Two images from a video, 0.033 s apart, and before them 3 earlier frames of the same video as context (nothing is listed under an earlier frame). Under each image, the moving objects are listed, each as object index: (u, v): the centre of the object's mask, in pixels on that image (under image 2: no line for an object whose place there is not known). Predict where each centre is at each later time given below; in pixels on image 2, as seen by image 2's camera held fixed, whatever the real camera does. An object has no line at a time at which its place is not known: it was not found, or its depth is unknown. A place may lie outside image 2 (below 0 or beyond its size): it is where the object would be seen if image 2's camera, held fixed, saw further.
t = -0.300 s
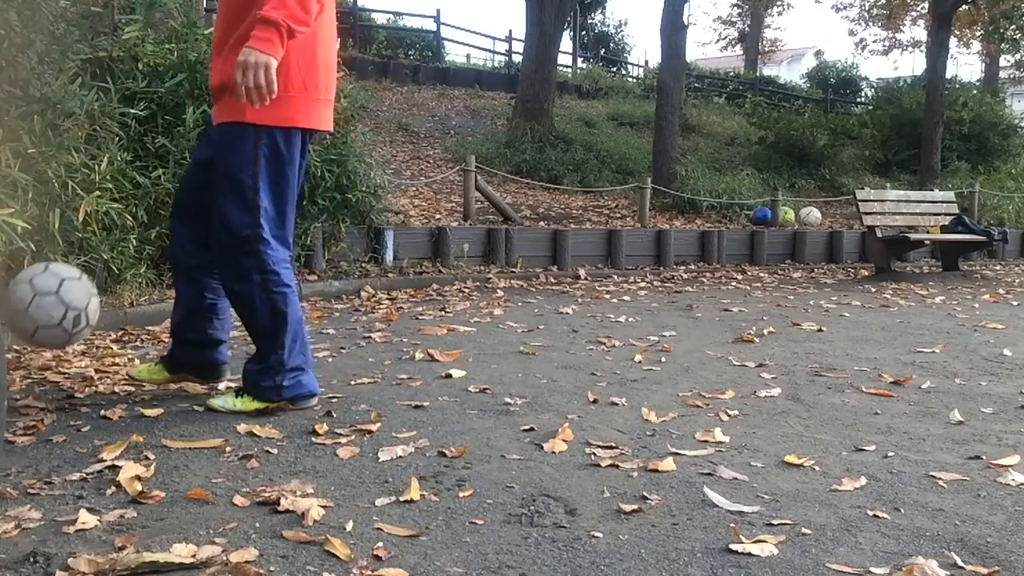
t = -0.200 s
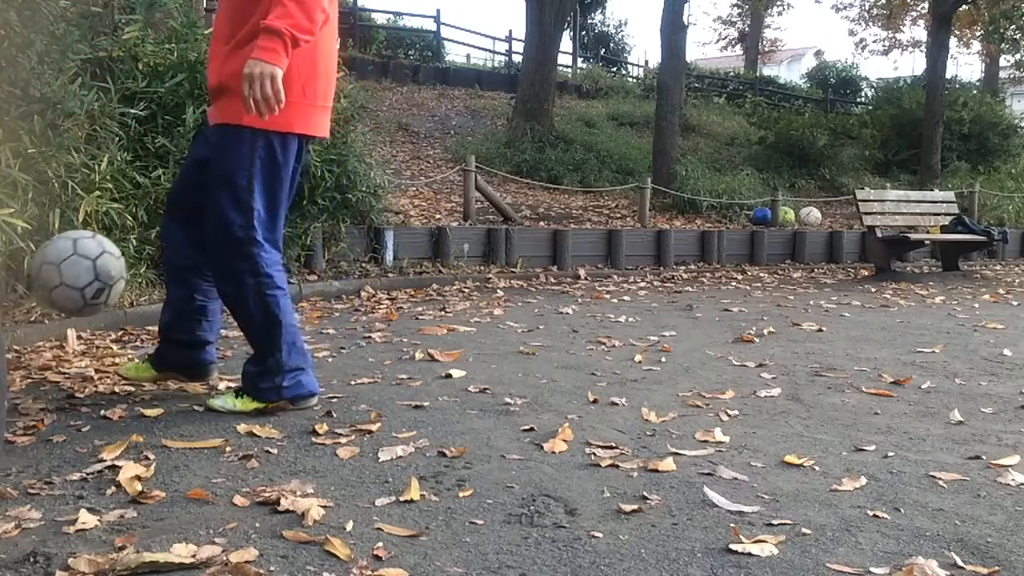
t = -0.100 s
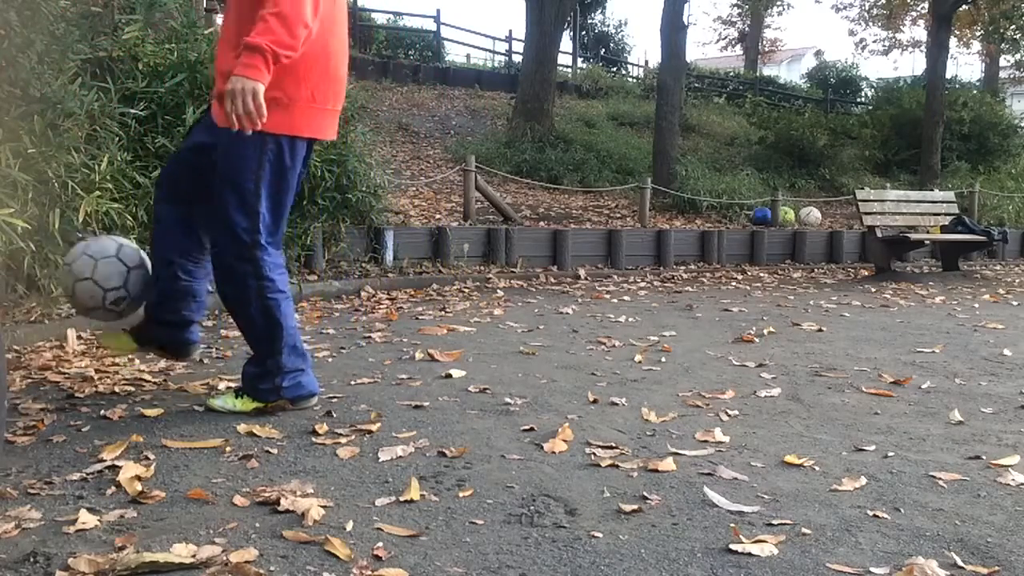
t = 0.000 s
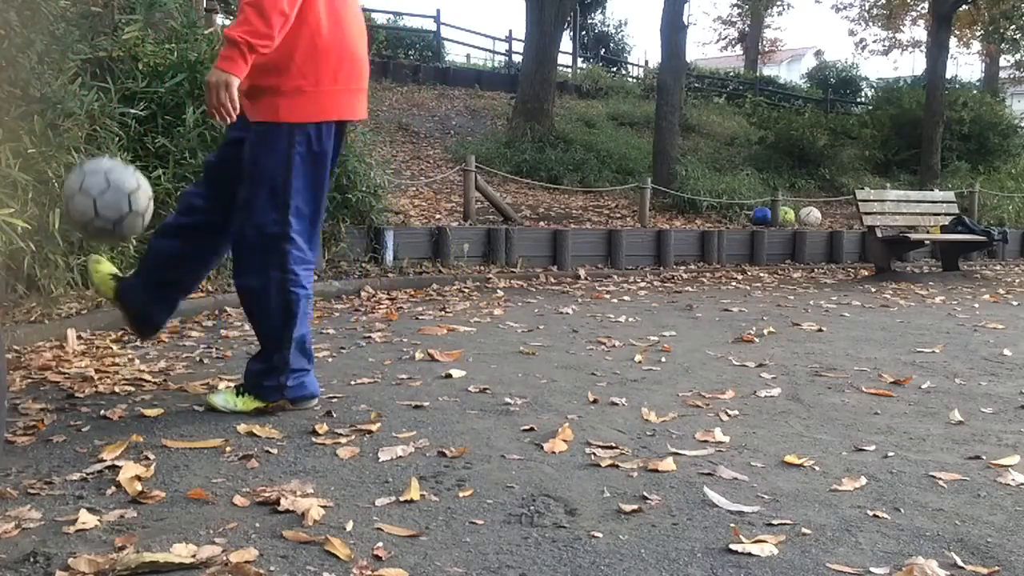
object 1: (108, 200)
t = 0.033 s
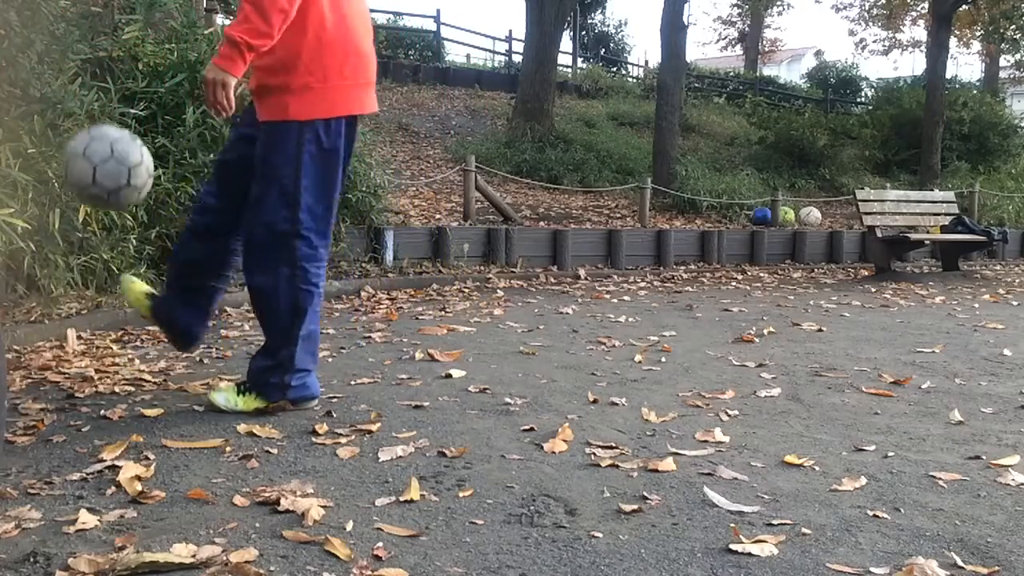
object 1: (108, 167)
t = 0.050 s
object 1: (108, 157)
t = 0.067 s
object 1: (108, 151)
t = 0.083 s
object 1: (109, 140)
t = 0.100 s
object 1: (109, 133)
